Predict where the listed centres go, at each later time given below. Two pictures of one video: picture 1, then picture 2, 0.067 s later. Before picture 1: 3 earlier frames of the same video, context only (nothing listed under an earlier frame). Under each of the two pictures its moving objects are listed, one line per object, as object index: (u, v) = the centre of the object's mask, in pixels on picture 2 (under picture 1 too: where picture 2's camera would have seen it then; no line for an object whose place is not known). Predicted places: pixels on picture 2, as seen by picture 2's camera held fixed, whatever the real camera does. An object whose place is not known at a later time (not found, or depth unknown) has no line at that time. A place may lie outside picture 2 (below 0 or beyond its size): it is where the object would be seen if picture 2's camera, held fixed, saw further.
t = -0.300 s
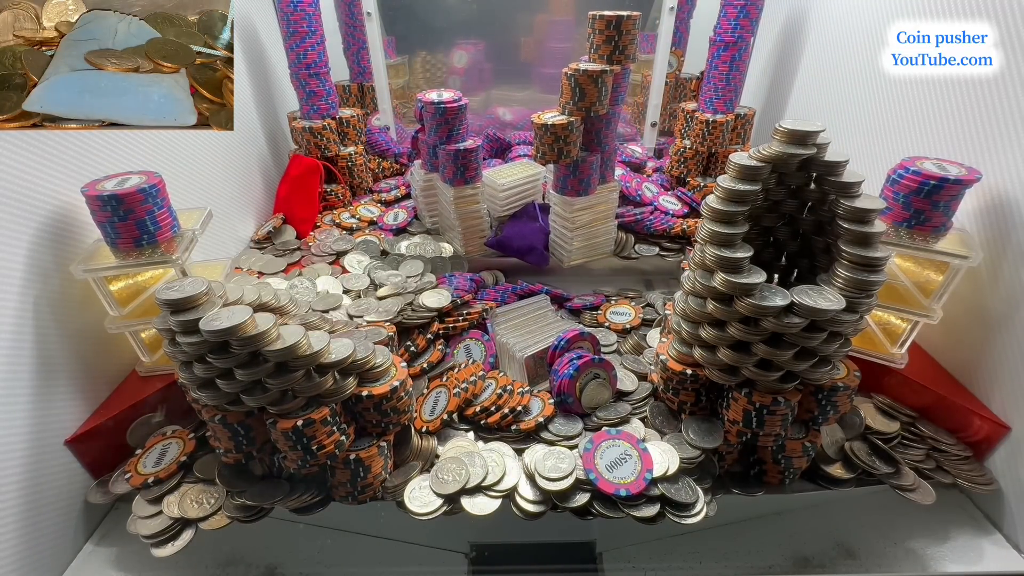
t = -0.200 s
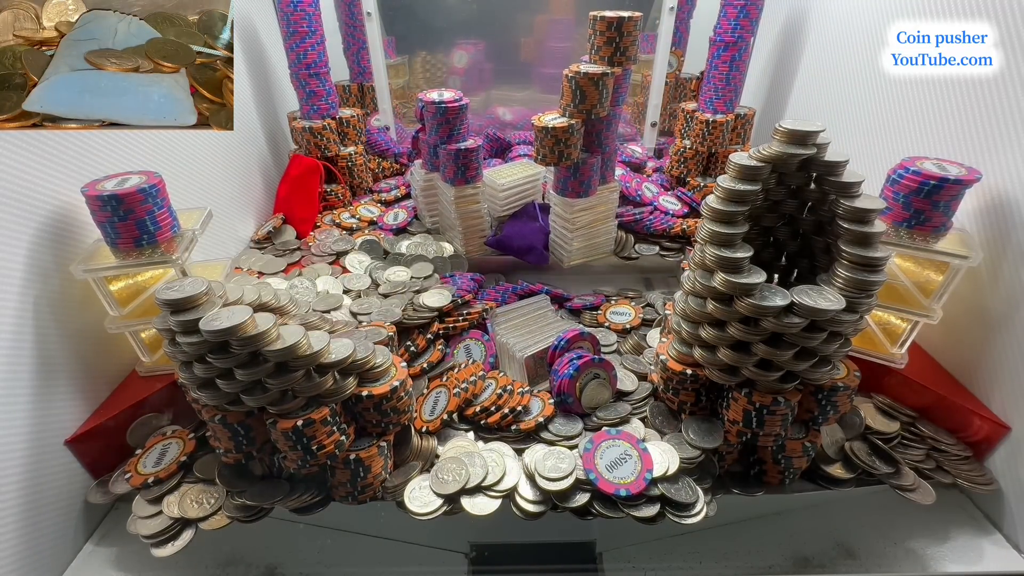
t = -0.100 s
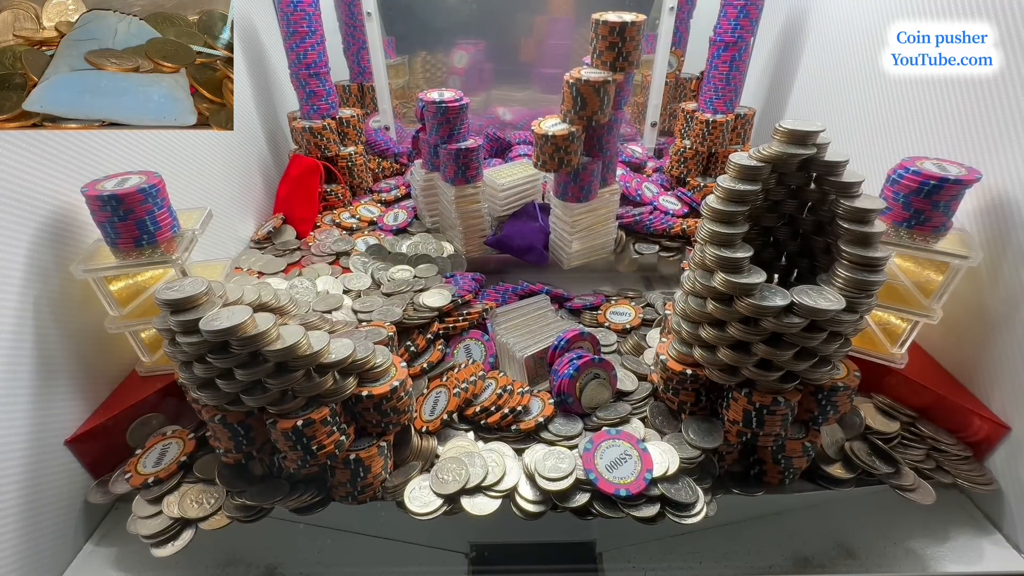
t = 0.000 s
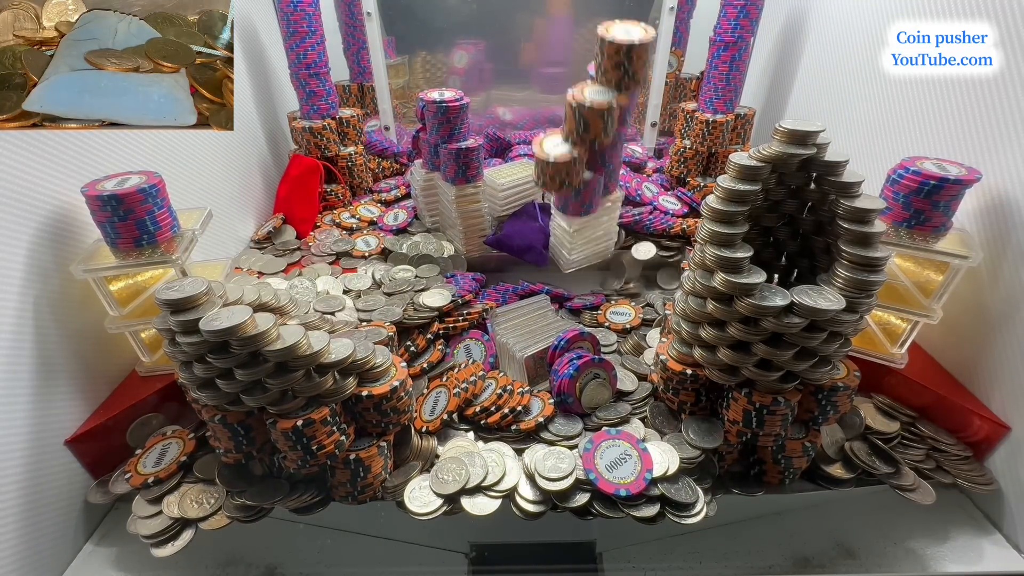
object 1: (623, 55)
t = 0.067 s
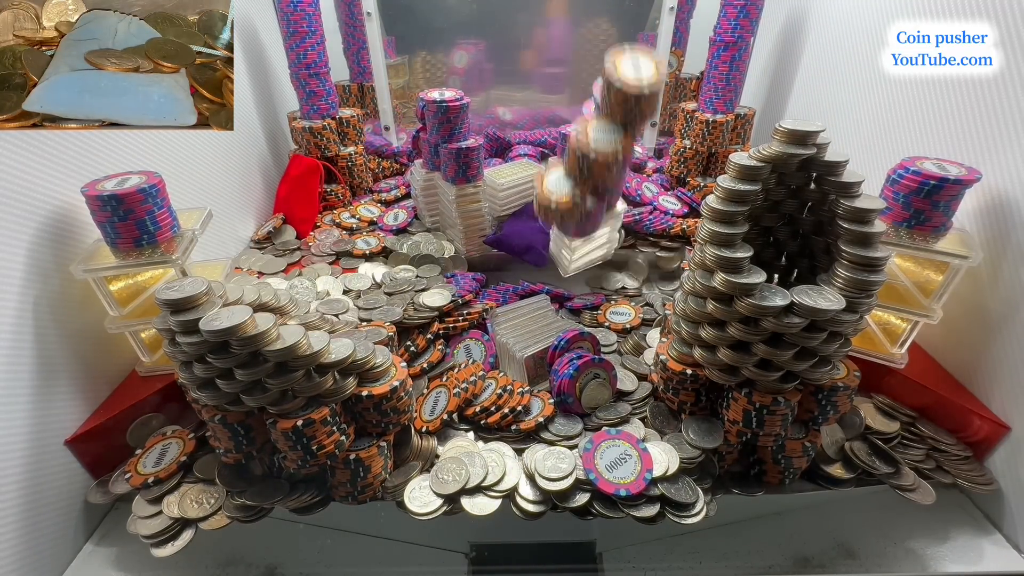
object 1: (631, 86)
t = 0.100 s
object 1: (638, 118)
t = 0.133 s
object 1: (638, 175)
